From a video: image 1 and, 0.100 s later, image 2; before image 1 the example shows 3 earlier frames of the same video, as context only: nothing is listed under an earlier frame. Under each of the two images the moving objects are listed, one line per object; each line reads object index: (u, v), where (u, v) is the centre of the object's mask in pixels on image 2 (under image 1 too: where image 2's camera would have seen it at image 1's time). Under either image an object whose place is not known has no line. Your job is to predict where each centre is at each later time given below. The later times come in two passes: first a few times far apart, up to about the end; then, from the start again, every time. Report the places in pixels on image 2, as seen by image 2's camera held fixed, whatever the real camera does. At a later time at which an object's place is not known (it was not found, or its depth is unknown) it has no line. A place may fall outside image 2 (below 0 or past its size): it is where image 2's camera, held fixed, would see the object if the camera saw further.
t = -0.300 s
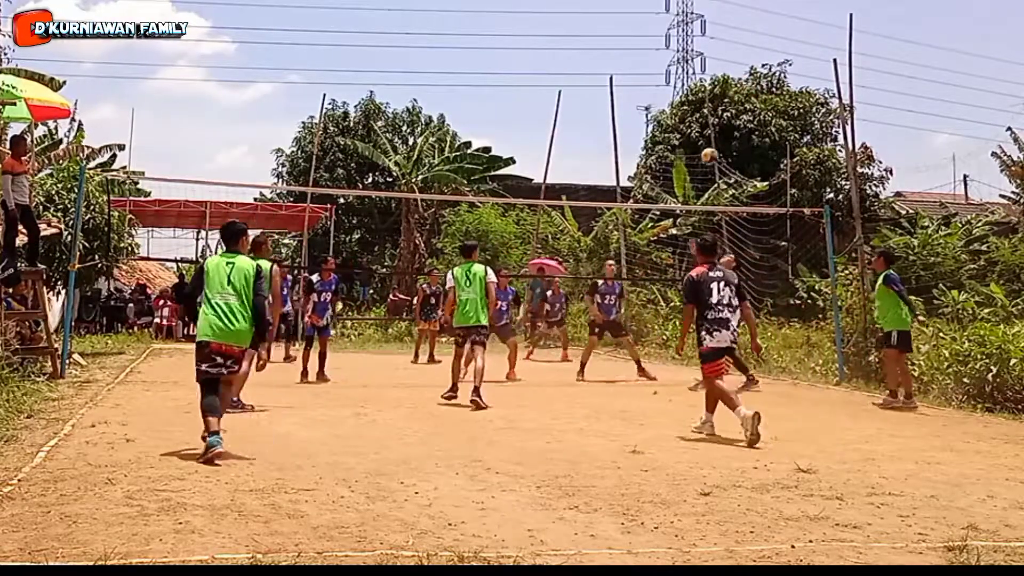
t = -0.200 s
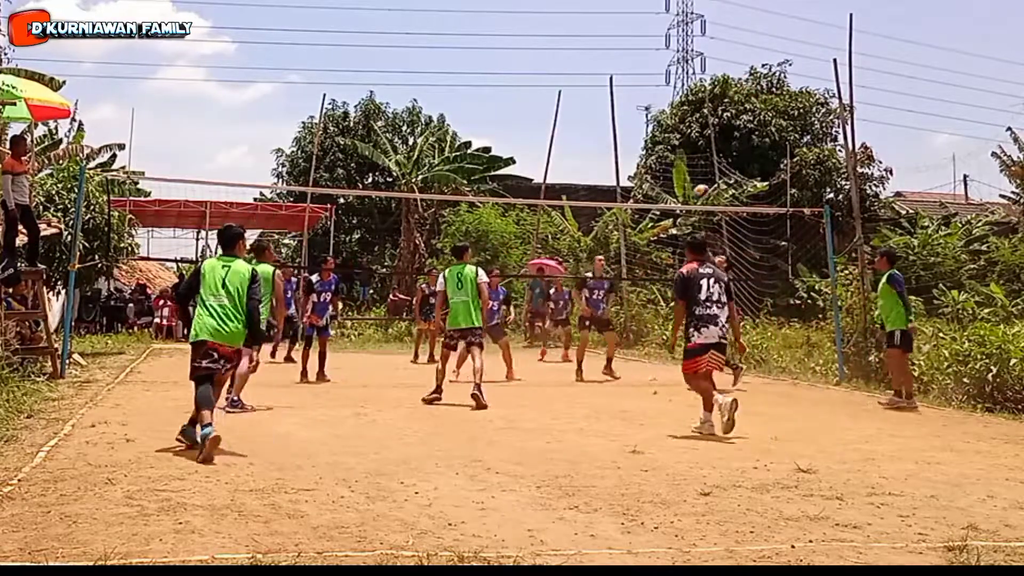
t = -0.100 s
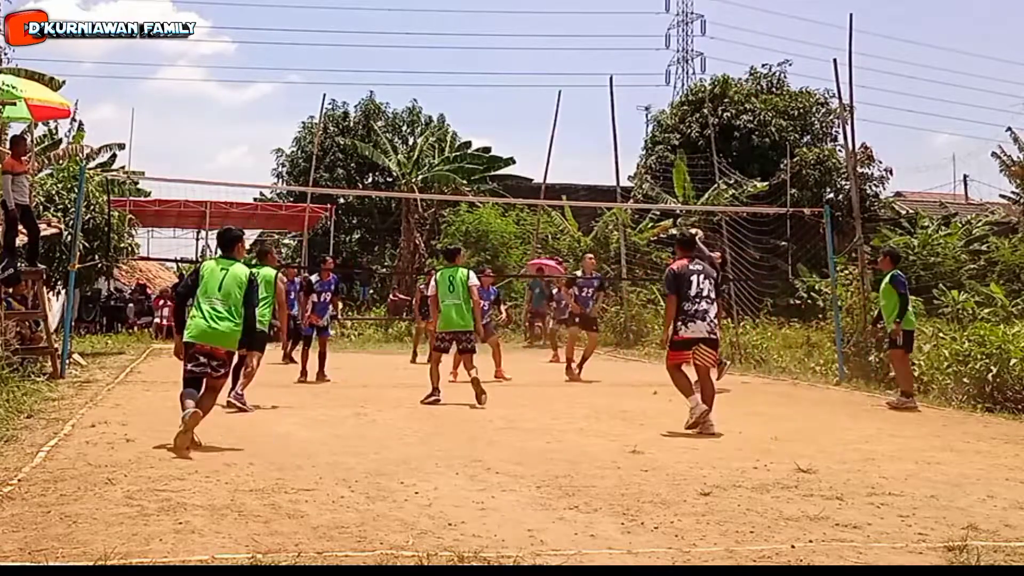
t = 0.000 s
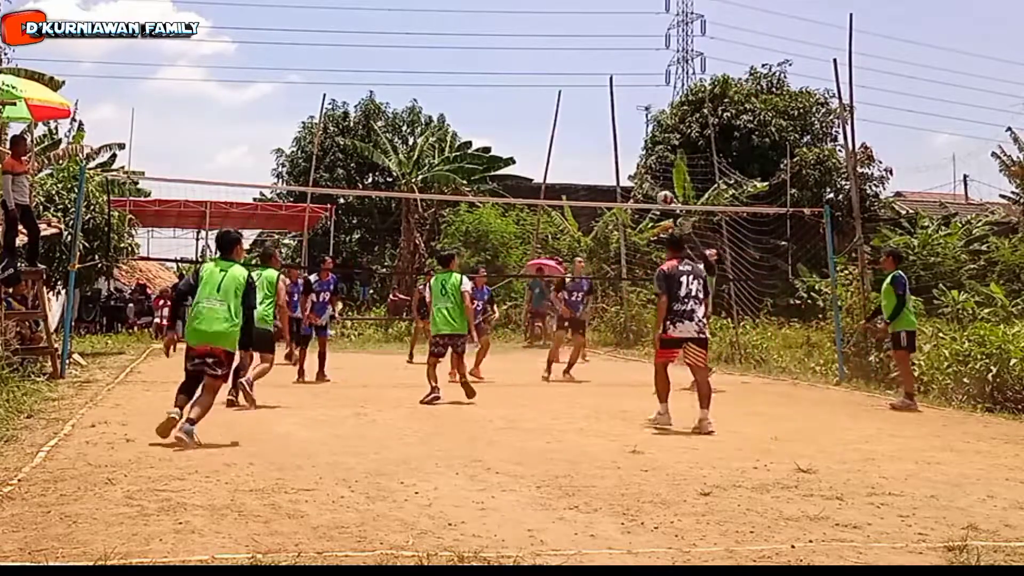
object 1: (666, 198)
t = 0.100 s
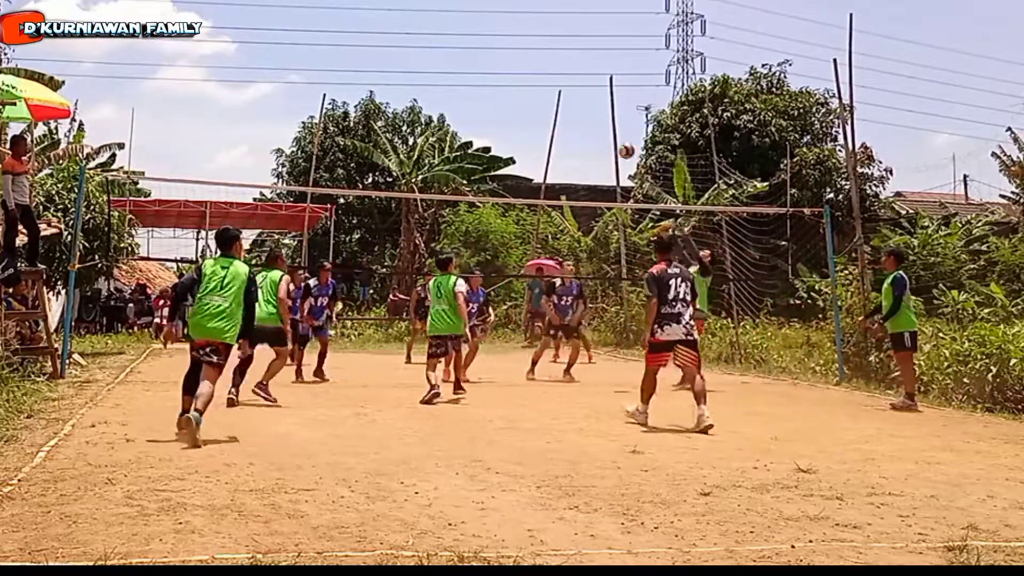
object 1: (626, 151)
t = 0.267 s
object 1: (564, 92)
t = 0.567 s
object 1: (456, 43)
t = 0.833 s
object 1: (365, 54)
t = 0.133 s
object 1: (614, 137)
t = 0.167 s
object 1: (600, 124)
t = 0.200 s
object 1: (588, 113)
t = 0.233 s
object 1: (576, 102)
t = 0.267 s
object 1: (564, 92)
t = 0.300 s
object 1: (551, 83)
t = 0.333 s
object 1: (539, 75)
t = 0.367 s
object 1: (527, 68)
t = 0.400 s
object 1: (515, 62)
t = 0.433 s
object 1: (502, 56)
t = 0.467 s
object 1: (491, 52)
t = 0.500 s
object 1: (479, 48)
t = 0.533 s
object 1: (468, 45)
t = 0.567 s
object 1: (456, 43)
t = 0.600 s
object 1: (445, 42)
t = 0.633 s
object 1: (434, 41)
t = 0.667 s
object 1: (422, 41)
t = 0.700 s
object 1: (411, 42)
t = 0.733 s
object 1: (399, 44)
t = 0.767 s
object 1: (388, 46)
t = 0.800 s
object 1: (377, 50)
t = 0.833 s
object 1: (365, 54)
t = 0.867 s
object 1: (355, 59)
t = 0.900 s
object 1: (344, 66)
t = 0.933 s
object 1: (333, 72)
